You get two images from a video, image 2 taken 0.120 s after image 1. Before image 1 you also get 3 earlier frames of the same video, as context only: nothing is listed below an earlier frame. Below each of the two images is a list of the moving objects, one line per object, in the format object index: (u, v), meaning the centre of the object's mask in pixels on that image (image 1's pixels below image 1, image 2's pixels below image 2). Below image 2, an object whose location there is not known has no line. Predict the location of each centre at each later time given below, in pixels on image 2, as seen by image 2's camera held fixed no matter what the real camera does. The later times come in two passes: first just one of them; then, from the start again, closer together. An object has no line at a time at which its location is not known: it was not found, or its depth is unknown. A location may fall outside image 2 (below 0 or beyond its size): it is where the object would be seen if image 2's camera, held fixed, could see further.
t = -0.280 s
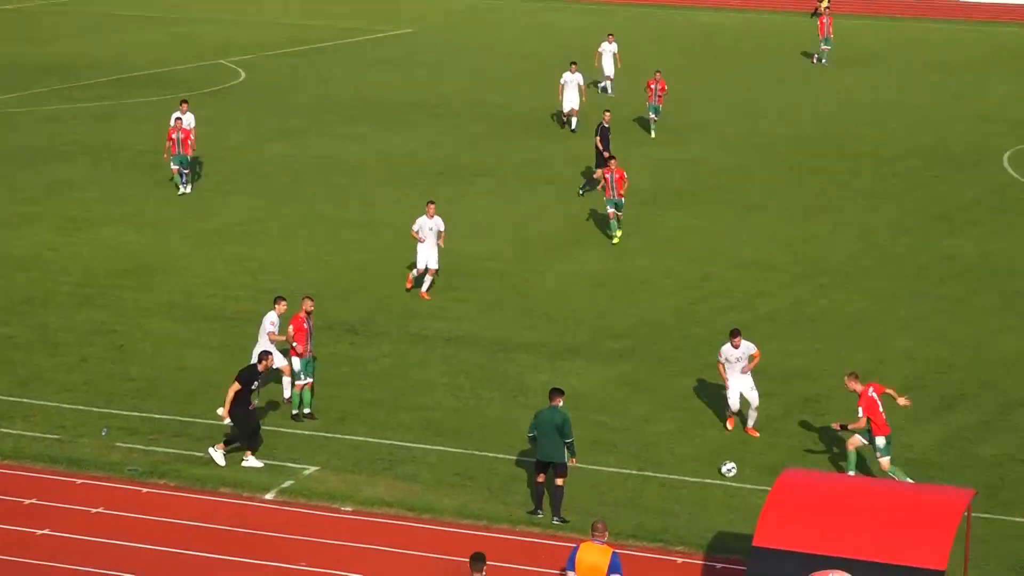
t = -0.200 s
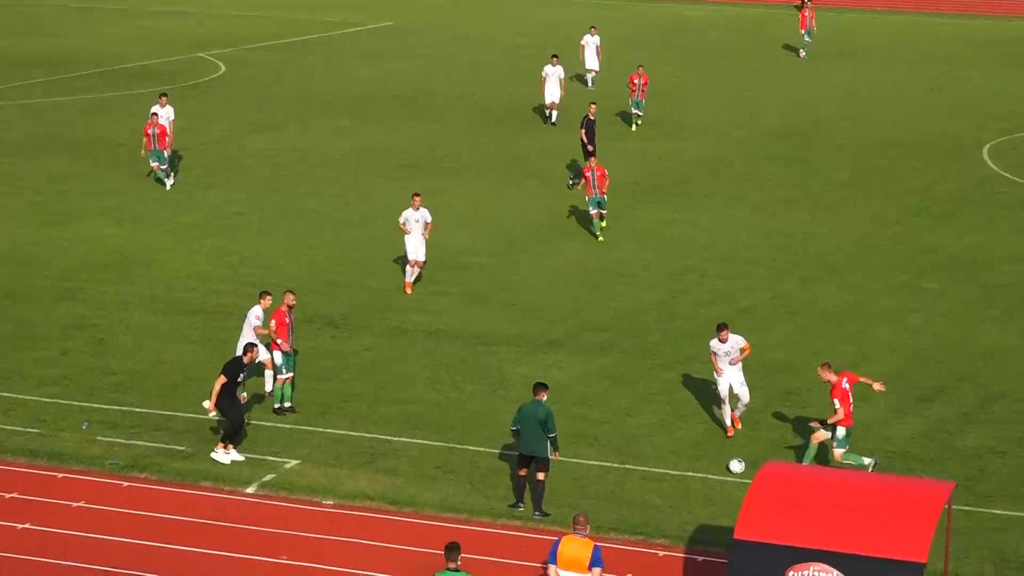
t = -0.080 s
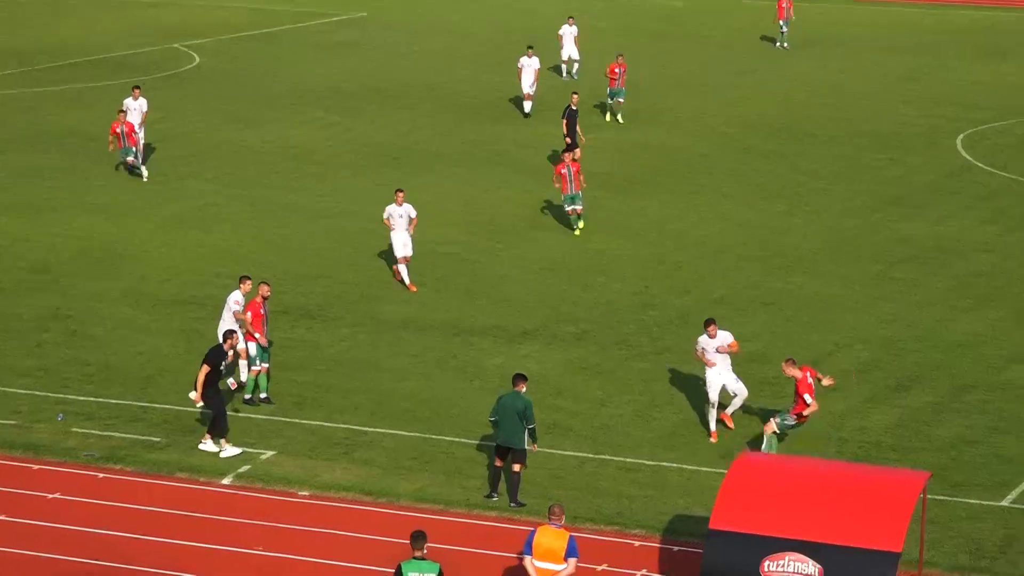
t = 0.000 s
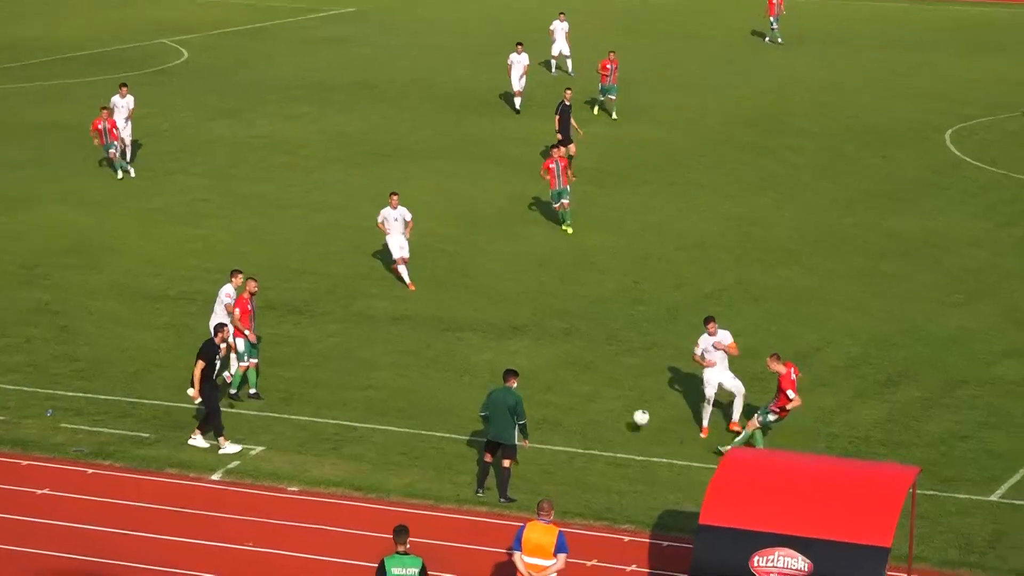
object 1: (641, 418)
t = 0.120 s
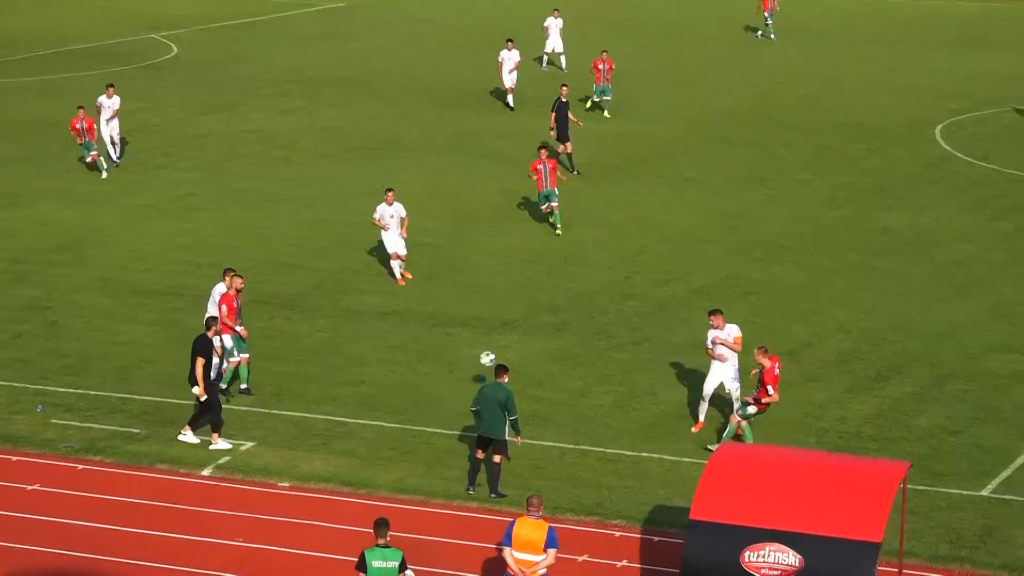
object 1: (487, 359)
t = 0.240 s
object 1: (361, 316)
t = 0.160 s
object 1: (443, 343)
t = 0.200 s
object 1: (401, 330)
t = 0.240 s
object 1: (361, 316)
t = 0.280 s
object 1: (323, 305)
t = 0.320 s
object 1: (286, 295)
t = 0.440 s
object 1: (184, 271)
